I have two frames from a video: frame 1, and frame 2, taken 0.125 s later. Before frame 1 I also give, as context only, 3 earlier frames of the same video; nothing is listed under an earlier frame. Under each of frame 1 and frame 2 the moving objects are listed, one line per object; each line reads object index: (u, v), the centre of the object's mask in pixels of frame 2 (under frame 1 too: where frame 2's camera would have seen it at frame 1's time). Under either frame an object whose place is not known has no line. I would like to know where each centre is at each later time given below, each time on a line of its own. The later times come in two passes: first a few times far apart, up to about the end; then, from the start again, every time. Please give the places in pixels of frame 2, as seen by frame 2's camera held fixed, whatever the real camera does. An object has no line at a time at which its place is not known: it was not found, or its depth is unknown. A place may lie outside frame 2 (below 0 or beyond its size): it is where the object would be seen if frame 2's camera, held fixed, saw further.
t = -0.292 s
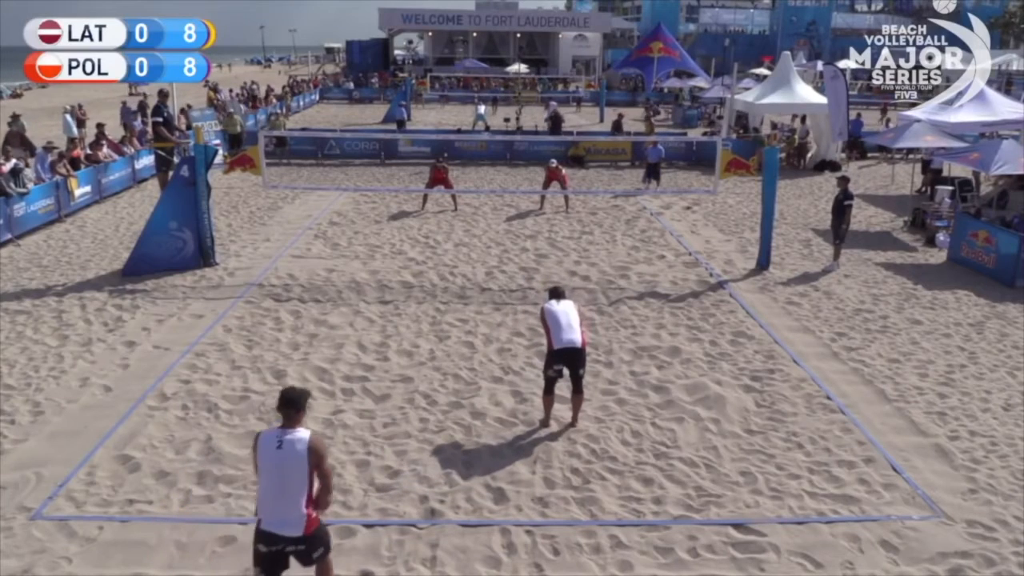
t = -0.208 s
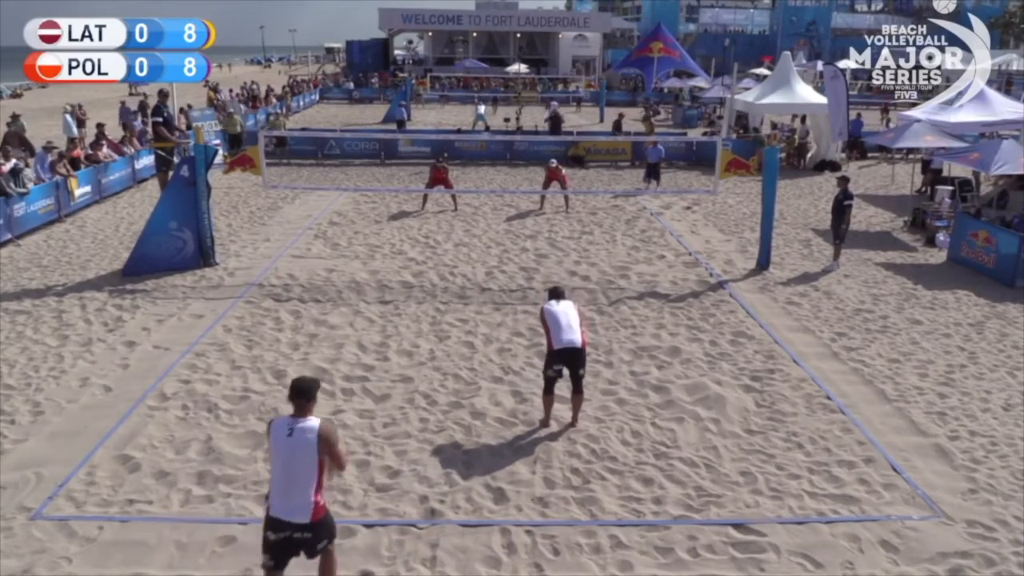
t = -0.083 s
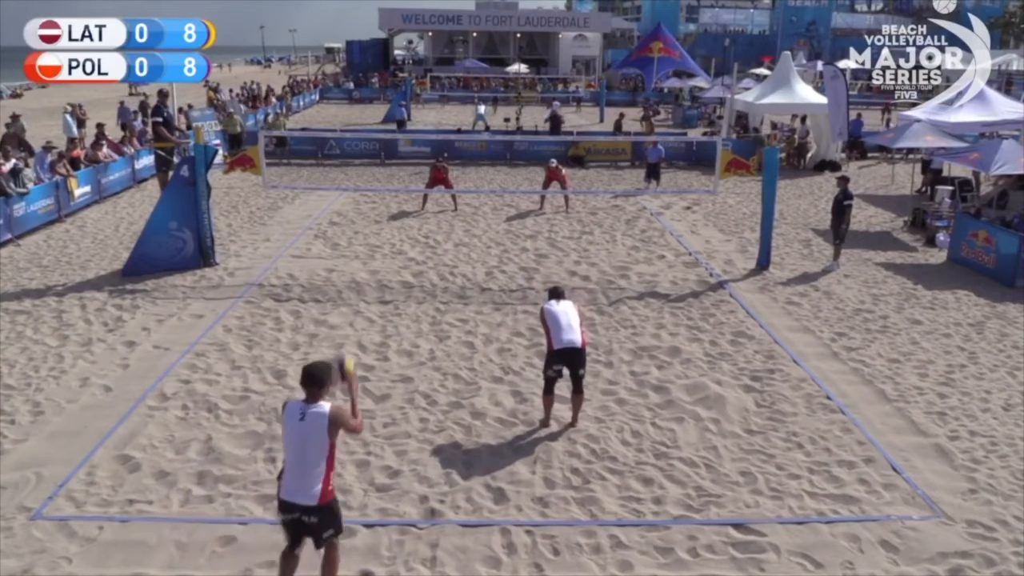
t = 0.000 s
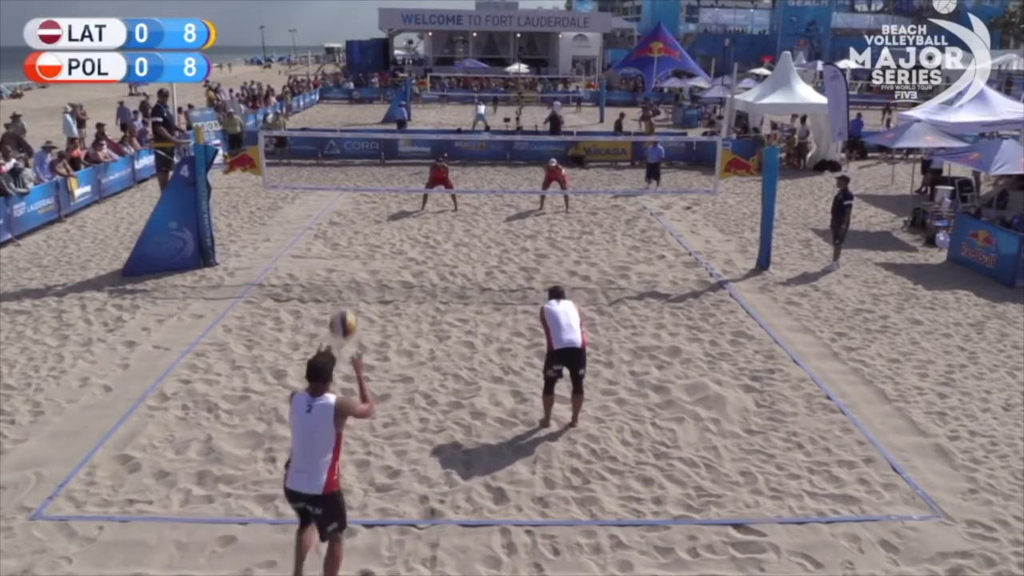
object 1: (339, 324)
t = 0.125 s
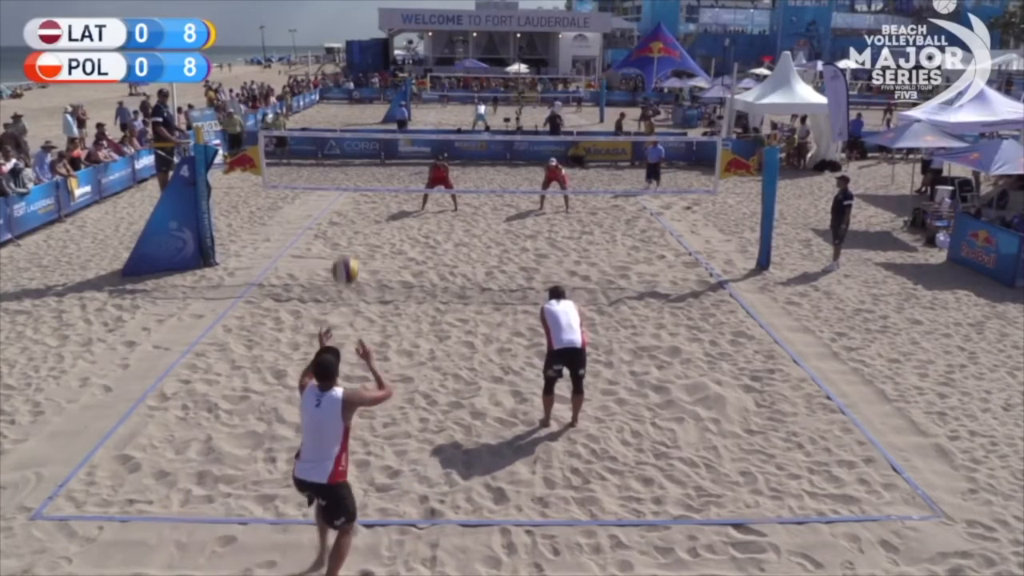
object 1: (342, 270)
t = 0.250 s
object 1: (345, 236)
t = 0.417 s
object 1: (349, 218)
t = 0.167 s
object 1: (342, 256)
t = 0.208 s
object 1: (343, 245)
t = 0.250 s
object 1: (345, 236)
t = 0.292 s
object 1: (346, 228)
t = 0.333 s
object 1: (347, 223)
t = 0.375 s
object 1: (349, 219)
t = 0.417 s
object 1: (349, 218)
